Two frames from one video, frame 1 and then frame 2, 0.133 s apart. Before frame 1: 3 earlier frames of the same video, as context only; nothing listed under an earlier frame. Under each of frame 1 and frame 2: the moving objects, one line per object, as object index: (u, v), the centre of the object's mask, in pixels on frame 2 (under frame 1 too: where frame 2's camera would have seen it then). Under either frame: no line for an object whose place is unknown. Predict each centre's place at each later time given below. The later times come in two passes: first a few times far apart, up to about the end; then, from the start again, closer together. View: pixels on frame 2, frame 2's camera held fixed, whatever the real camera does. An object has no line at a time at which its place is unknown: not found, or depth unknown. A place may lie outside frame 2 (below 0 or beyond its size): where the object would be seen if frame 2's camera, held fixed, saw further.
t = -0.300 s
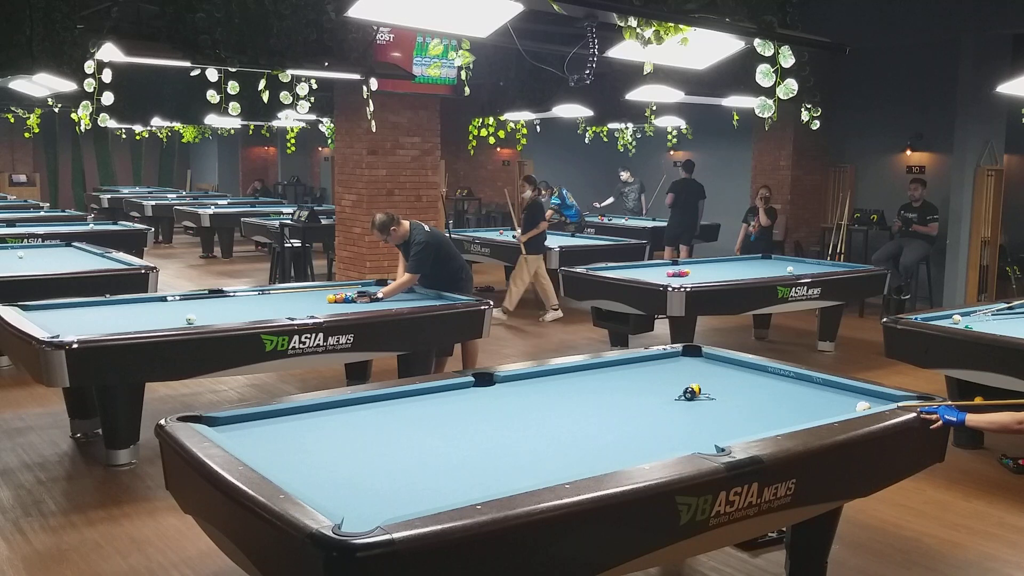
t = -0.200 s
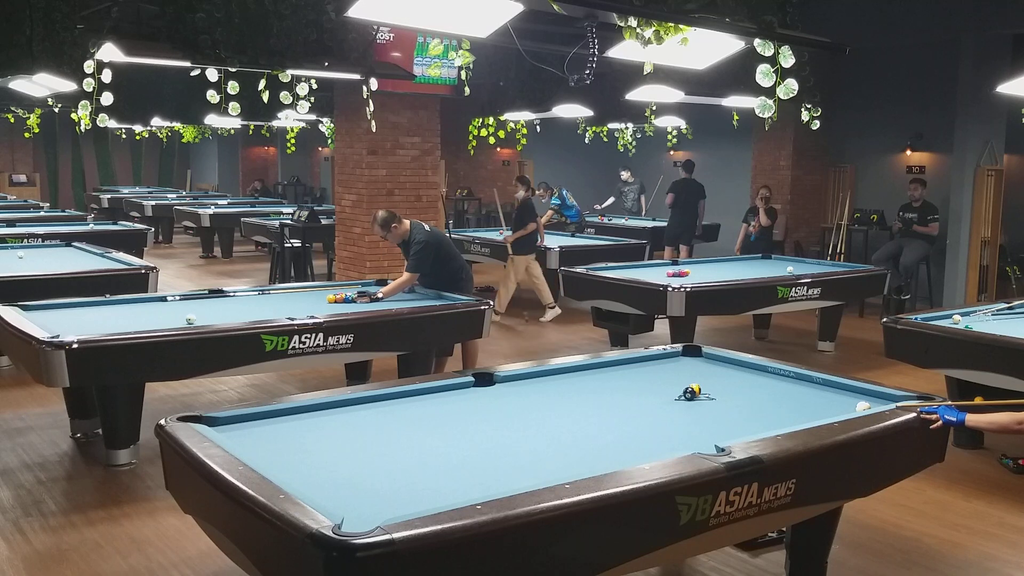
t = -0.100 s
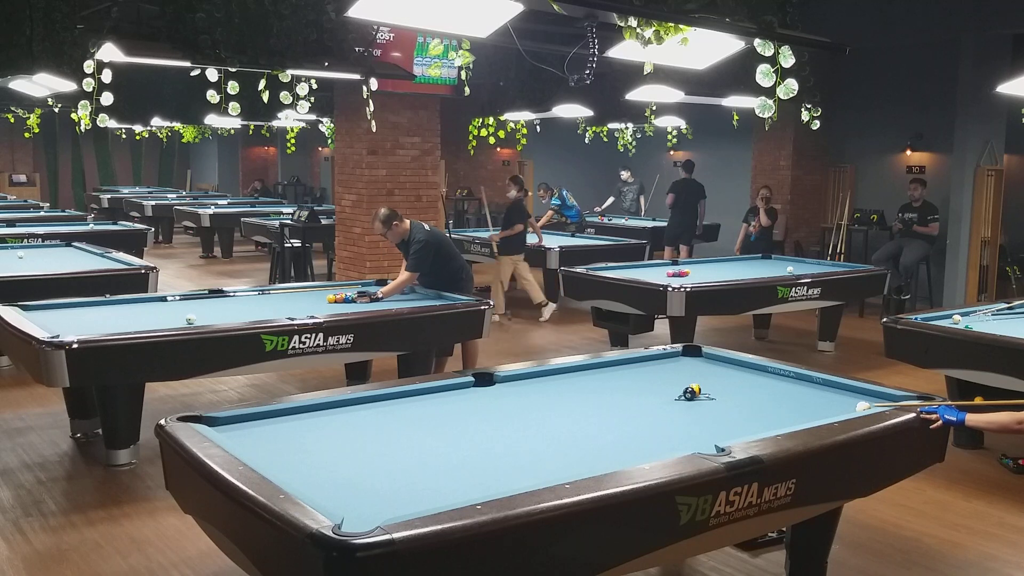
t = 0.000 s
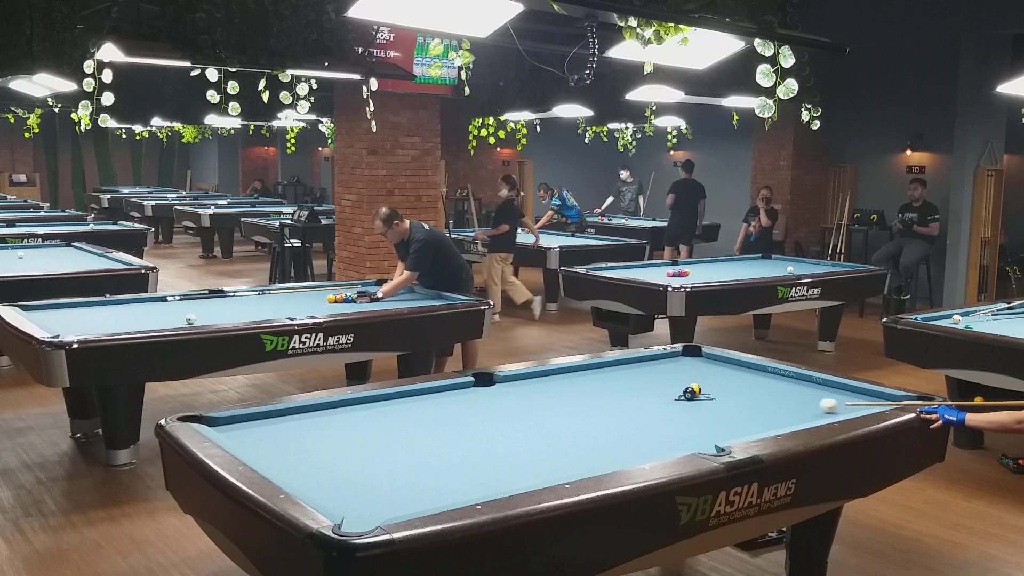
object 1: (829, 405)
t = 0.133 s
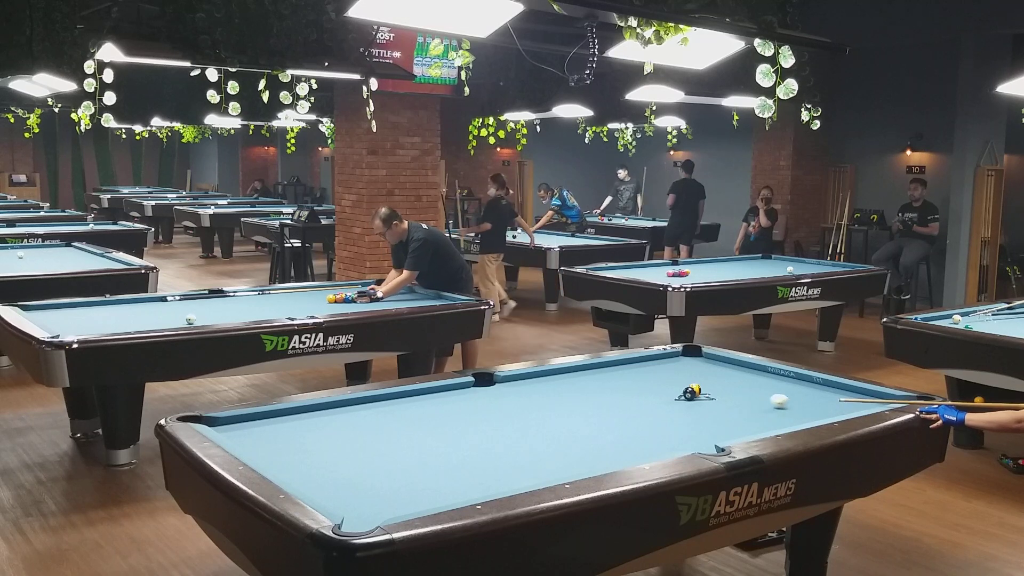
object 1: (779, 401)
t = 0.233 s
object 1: (743, 398)
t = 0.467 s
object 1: (699, 393)
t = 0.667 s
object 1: (687, 393)
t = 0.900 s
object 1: (674, 392)
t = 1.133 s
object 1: (662, 392)
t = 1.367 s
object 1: (650, 392)
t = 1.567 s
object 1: (642, 392)
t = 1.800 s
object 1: (632, 392)
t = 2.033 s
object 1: (624, 392)
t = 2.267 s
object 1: (616, 392)
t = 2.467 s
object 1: (611, 392)
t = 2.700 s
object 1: (606, 392)
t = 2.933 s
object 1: (602, 391)
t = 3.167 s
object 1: (599, 391)
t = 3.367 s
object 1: (597, 391)
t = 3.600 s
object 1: (596, 391)
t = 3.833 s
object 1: (597, 391)
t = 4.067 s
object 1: (597, 391)
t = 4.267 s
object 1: (597, 391)
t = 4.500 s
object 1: (597, 391)
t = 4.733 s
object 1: (597, 391)
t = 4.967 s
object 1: (597, 391)
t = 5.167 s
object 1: (597, 391)
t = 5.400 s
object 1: (597, 391)
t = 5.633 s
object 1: (597, 391)
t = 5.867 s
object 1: (597, 391)
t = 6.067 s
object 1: (597, 391)
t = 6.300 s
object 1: (596, 391)
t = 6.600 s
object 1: (598, 390)
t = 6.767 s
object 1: (597, 391)
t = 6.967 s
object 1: (597, 391)
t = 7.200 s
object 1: (597, 391)
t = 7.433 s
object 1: (597, 391)
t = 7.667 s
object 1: (597, 391)
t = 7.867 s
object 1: (597, 391)
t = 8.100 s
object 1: (597, 391)
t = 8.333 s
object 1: (597, 391)
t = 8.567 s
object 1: (597, 391)
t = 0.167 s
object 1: (767, 400)
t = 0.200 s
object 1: (755, 399)
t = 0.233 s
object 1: (743, 398)
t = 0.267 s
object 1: (732, 397)
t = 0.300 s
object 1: (720, 395)
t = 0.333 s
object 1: (709, 395)
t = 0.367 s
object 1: (703, 394)
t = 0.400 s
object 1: (702, 394)
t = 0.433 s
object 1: (701, 394)
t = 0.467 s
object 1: (699, 393)
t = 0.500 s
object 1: (697, 393)
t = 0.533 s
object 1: (695, 393)
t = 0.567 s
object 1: (693, 393)
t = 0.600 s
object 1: (691, 393)
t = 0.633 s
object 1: (689, 393)
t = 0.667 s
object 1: (687, 393)
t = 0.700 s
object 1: (685, 393)
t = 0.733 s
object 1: (683, 393)
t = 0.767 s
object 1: (681, 393)
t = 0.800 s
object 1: (680, 392)
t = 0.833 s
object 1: (678, 392)
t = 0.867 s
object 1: (676, 392)
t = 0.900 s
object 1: (674, 392)
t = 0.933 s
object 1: (672, 392)
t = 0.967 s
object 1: (671, 392)
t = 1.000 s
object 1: (669, 392)
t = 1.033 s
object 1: (667, 393)
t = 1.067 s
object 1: (665, 393)
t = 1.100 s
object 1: (664, 392)
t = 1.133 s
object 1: (662, 392)
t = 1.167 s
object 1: (660, 392)
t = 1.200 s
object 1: (658, 392)
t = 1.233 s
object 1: (657, 392)
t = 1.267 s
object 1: (655, 392)
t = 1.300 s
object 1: (654, 392)
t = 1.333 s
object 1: (652, 392)
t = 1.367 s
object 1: (650, 392)
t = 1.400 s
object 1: (649, 392)
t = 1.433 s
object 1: (648, 392)
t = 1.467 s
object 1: (646, 392)
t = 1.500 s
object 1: (645, 392)
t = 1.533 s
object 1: (643, 392)
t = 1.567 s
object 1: (642, 392)
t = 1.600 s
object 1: (640, 392)
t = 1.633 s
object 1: (639, 392)
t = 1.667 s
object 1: (637, 392)
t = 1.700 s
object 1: (636, 392)
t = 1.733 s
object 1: (635, 392)
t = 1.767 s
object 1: (633, 392)
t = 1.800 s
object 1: (632, 392)
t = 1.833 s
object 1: (631, 392)
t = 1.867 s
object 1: (630, 392)
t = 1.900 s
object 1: (628, 392)
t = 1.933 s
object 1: (627, 392)
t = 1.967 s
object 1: (626, 392)
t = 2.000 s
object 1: (625, 392)
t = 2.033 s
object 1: (624, 392)
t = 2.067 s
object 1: (623, 392)
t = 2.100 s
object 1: (622, 392)
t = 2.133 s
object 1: (620, 392)
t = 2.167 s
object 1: (619, 392)
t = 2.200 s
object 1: (618, 392)
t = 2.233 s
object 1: (618, 392)
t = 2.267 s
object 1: (616, 392)
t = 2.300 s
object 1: (615, 392)
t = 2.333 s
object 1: (614, 392)
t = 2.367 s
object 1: (613, 392)
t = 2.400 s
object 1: (612, 392)
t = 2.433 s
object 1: (612, 392)
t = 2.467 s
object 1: (611, 392)
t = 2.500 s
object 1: (610, 392)
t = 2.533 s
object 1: (609, 392)
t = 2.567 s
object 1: (608, 392)
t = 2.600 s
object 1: (608, 392)
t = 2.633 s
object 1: (607, 392)
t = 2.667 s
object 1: (606, 391)
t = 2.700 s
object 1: (606, 392)
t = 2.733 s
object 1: (605, 391)
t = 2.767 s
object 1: (604, 391)
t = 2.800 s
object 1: (604, 391)
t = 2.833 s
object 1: (603, 391)
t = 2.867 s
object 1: (603, 391)
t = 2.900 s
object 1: (602, 391)
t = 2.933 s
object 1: (602, 391)
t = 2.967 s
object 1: (601, 391)
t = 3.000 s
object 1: (601, 391)
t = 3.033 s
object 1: (600, 391)
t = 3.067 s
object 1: (600, 391)
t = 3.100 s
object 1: (599, 391)
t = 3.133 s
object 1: (599, 391)
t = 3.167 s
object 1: (599, 391)
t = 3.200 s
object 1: (598, 391)
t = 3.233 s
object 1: (598, 391)
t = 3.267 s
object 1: (598, 391)
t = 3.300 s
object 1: (598, 391)
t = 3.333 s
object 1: (597, 391)
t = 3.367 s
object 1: (597, 391)
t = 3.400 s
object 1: (597, 391)
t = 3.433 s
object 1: (597, 391)
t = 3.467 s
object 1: (597, 391)
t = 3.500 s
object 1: (597, 391)
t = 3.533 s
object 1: (597, 391)
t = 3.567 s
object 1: (597, 391)
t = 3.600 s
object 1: (596, 391)
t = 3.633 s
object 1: (597, 391)
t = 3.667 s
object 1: (597, 391)
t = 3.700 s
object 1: (597, 391)
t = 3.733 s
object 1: (597, 391)
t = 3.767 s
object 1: (597, 391)
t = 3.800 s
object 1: (597, 391)
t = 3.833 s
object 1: (597, 391)
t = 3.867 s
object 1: (597, 391)
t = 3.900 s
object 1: (597, 391)
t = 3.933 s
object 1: (597, 391)
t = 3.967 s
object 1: (597, 391)
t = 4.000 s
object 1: (597, 391)
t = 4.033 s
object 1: (597, 391)
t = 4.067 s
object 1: (597, 391)
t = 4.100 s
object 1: (597, 391)
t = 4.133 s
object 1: (597, 391)
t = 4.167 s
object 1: (597, 391)
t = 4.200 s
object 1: (597, 391)
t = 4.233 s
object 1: (597, 391)
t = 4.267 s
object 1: (597, 391)
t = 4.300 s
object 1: (597, 391)
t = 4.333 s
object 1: (597, 391)
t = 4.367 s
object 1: (597, 391)
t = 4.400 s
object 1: (597, 391)
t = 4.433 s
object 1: (597, 391)
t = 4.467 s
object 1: (597, 391)
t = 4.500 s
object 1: (597, 391)
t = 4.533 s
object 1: (597, 391)
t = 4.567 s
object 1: (597, 391)
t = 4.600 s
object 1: (597, 391)
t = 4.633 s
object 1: (597, 391)
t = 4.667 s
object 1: (597, 391)
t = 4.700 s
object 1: (597, 391)
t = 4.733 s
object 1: (597, 391)
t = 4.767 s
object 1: (597, 391)
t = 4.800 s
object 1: (597, 391)
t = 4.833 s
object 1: (597, 391)
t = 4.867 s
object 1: (597, 391)
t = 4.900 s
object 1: (597, 391)
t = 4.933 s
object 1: (597, 391)
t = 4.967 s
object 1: (597, 391)
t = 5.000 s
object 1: (597, 391)
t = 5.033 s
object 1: (597, 391)
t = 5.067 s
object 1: (597, 391)
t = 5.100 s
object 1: (597, 391)
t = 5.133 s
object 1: (597, 391)
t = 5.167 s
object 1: (597, 391)
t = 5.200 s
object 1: (597, 391)
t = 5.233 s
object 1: (597, 391)
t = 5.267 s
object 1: (597, 391)
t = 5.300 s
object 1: (597, 391)
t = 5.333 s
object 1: (597, 391)
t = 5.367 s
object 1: (597, 391)
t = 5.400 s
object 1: (597, 391)
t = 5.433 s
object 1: (597, 391)
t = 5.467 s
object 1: (597, 391)
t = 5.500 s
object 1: (597, 391)
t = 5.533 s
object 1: (597, 391)
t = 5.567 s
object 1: (597, 391)
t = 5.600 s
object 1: (596, 391)
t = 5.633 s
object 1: (597, 391)
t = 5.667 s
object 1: (597, 391)
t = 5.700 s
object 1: (596, 391)
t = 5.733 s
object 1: (596, 391)
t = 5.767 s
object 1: (597, 391)
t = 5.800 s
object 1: (596, 391)
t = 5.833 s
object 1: (597, 391)
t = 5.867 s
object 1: (597, 391)
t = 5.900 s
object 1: (597, 391)
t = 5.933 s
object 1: (597, 391)
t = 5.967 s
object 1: (596, 391)
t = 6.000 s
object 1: (597, 391)
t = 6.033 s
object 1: (597, 391)
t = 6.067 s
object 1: (597, 391)
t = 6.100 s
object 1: (597, 391)
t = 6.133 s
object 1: (597, 391)
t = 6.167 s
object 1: (597, 391)
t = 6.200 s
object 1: (597, 391)
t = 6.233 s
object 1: (596, 391)
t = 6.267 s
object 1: (597, 391)
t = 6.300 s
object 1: (596, 391)
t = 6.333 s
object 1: (597, 391)
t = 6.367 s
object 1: (594, 390)
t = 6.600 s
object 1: (598, 390)
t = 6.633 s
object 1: (597, 391)
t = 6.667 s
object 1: (597, 391)
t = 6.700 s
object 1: (597, 391)
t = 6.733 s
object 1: (597, 391)
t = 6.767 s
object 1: (597, 391)
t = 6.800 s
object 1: (597, 391)
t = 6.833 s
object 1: (597, 391)
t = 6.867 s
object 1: (597, 391)
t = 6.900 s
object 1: (597, 391)
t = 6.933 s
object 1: (597, 391)
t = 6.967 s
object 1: (597, 391)
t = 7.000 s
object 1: (597, 391)
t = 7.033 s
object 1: (597, 391)
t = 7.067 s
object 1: (597, 391)
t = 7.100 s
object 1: (597, 391)
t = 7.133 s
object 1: (597, 391)
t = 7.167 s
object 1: (597, 391)
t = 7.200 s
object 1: (597, 391)
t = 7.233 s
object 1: (597, 391)
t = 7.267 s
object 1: (597, 391)
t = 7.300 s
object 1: (597, 391)
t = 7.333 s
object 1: (597, 391)
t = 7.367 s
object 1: (597, 391)
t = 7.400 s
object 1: (597, 391)
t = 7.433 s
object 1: (597, 391)
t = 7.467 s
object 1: (597, 391)
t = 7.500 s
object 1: (597, 391)
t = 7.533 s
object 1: (597, 391)
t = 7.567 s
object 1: (597, 391)
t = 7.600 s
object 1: (597, 391)
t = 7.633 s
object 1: (597, 391)
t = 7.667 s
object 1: (597, 391)
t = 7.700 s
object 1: (597, 391)
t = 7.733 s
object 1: (597, 391)
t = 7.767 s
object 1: (597, 391)
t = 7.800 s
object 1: (597, 391)
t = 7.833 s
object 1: (597, 391)
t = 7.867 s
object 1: (597, 391)
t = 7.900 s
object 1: (597, 391)
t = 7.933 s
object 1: (597, 391)
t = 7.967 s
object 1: (597, 391)
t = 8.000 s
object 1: (597, 391)
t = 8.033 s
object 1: (597, 391)
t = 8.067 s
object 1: (597, 391)
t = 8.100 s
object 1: (597, 391)
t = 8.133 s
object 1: (597, 391)
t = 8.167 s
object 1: (597, 391)
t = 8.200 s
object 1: (597, 391)
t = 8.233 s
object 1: (597, 391)
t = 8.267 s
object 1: (597, 391)
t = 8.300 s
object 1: (597, 391)
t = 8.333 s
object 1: (597, 391)
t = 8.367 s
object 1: (597, 391)
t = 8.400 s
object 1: (597, 391)
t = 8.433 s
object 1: (597, 391)
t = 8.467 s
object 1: (597, 391)
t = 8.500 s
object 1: (597, 391)
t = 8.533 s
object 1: (597, 391)
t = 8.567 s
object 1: (597, 391)
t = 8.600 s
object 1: (597, 391)
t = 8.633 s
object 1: (597, 391)
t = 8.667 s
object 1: (597, 391)
